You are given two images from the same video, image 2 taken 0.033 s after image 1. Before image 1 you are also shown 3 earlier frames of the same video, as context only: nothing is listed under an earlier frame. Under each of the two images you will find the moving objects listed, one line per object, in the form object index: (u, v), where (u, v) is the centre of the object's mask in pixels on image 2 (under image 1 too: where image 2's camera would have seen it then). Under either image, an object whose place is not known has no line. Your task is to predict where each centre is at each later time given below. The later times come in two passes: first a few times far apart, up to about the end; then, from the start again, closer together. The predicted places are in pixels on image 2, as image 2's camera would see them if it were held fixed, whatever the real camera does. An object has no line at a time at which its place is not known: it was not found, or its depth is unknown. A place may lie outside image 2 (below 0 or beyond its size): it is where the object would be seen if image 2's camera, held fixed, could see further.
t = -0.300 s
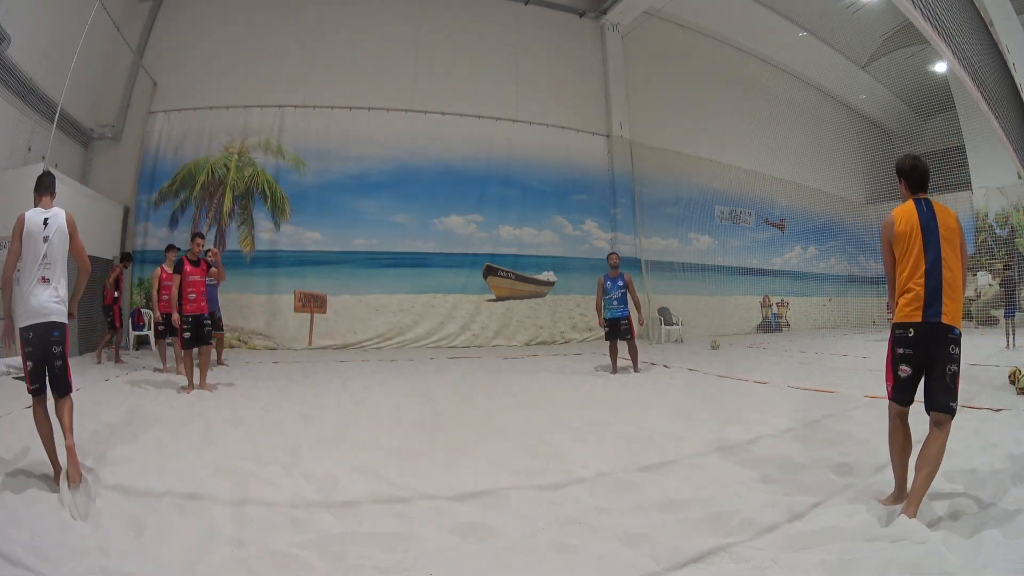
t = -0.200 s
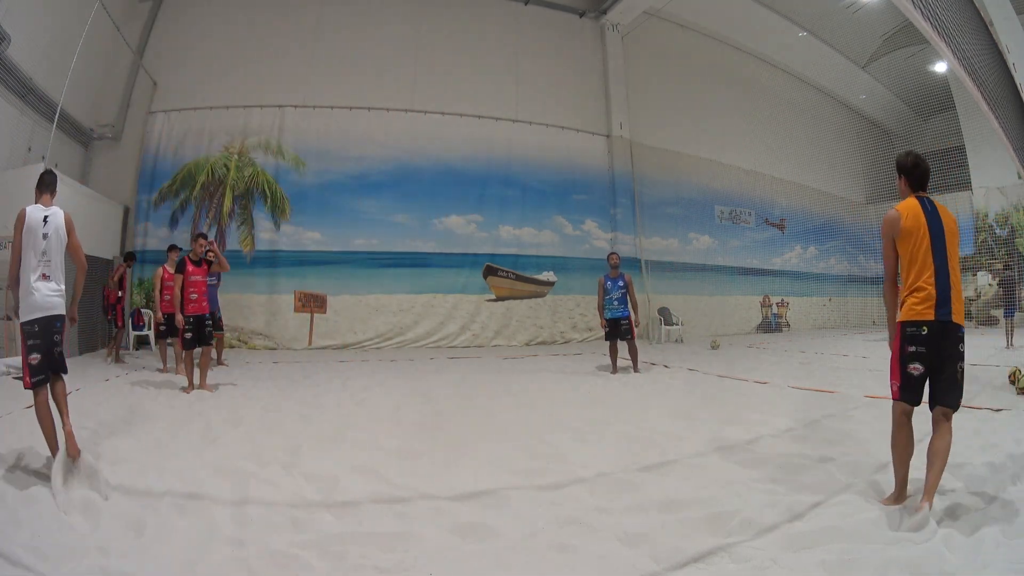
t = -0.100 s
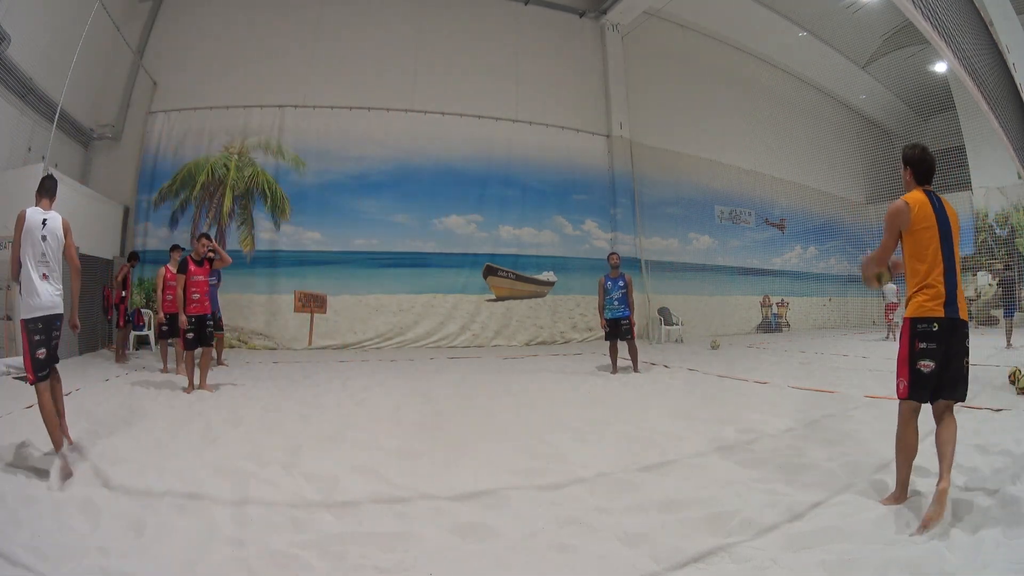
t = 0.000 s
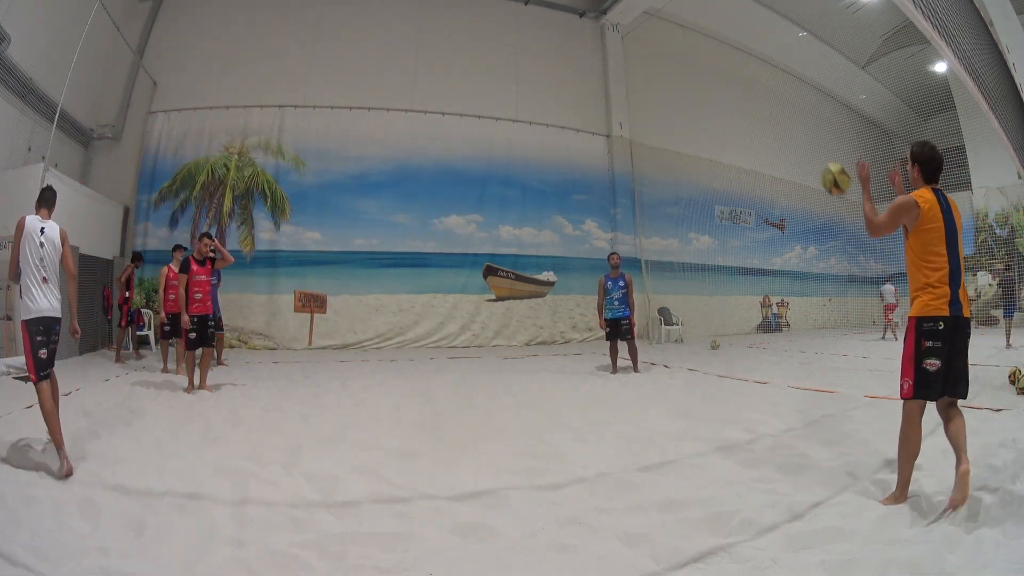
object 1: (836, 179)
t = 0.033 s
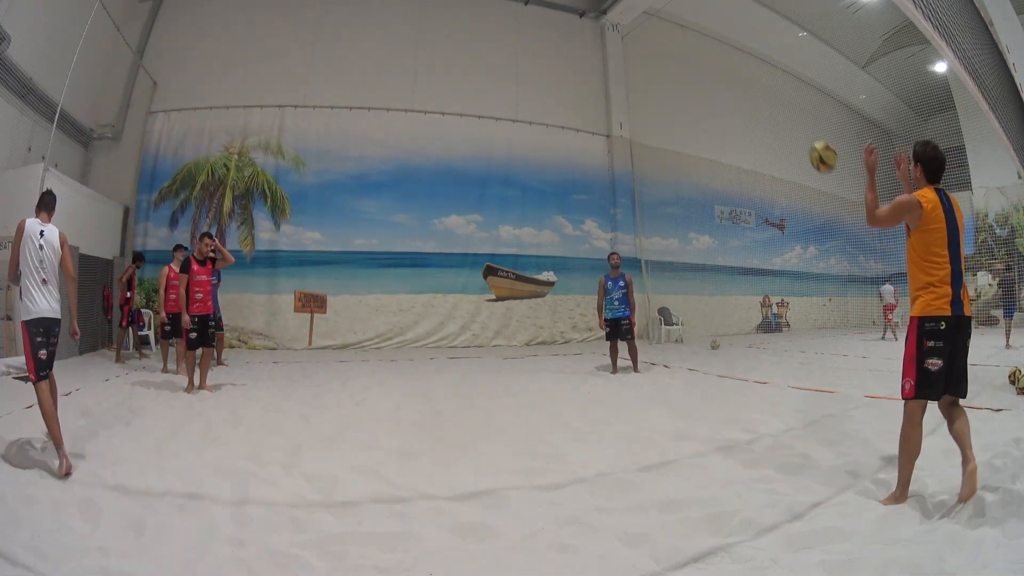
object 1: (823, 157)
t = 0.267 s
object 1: (755, 72)
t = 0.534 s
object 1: (712, 66)
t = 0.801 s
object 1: (687, 114)
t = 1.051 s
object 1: (672, 200)
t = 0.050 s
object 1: (817, 146)
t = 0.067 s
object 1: (811, 137)
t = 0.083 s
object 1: (805, 128)
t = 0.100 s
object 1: (800, 120)
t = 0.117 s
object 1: (795, 113)
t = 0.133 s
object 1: (789, 107)
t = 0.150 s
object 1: (784, 101)
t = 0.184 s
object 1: (776, 90)
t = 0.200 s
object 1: (771, 86)
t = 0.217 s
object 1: (767, 82)
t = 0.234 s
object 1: (763, 79)
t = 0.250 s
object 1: (759, 75)
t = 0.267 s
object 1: (755, 72)
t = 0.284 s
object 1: (751, 70)
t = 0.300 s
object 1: (748, 68)
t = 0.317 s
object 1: (744, 66)
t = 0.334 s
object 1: (741, 64)
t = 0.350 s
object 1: (738, 63)
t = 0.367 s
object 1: (735, 62)
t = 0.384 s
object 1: (732, 61)
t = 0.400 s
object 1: (729, 61)
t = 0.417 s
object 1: (727, 61)
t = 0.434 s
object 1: (725, 61)
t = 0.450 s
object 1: (722, 61)
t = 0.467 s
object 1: (720, 61)
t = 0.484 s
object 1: (718, 62)
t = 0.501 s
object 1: (716, 63)
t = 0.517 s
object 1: (713, 65)
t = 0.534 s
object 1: (712, 66)
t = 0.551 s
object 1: (710, 68)
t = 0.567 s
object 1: (708, 70)
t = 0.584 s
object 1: (706, 71)
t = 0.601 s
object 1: (705, 73)
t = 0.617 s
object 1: (703, 76)
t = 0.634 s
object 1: (701, 78)
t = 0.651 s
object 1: (699, 81)
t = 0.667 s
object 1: (698, 84)
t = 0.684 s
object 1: (696, 87)
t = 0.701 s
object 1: (695, 91)
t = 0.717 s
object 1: (693, 94)
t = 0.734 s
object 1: (692, 98)
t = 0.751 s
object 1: (691, 101)
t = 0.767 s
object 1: (690, 105)
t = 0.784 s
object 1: (688, 110)
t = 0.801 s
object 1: (687, 114)
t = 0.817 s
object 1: (686, 119)
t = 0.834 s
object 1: (684, 123)
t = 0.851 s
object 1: (683, 128)
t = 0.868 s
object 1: (682, 134)
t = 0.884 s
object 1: (681, 139)
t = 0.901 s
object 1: (680, 144)
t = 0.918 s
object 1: (679, 150)
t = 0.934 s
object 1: (678, 155)
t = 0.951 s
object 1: (677, 161)
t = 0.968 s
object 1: (676, 167)
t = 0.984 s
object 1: (675, 173)
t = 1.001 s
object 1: (675, 180)
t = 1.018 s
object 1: (674, 187)
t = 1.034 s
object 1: (673, 193)
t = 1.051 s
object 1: (672, 200)
